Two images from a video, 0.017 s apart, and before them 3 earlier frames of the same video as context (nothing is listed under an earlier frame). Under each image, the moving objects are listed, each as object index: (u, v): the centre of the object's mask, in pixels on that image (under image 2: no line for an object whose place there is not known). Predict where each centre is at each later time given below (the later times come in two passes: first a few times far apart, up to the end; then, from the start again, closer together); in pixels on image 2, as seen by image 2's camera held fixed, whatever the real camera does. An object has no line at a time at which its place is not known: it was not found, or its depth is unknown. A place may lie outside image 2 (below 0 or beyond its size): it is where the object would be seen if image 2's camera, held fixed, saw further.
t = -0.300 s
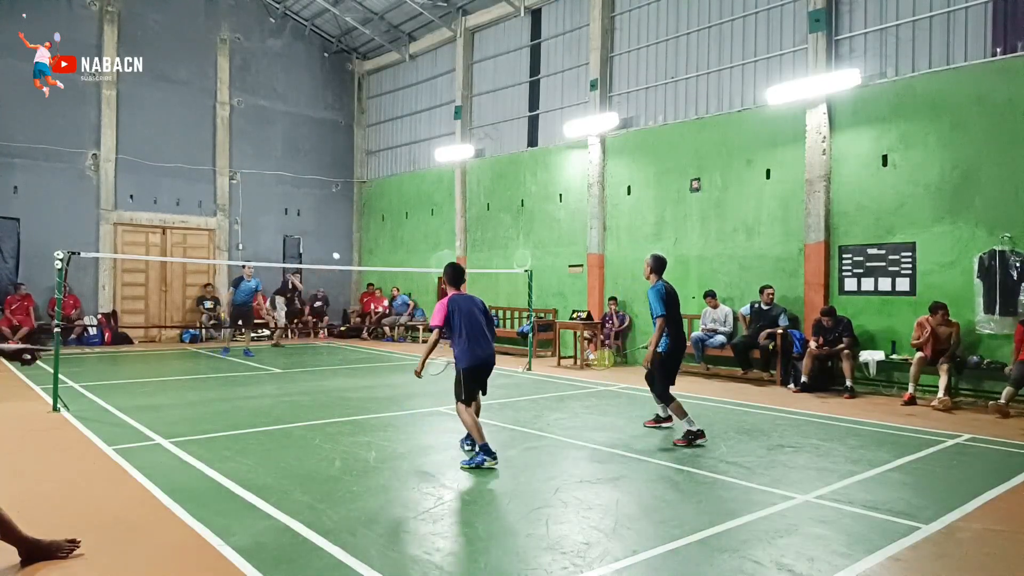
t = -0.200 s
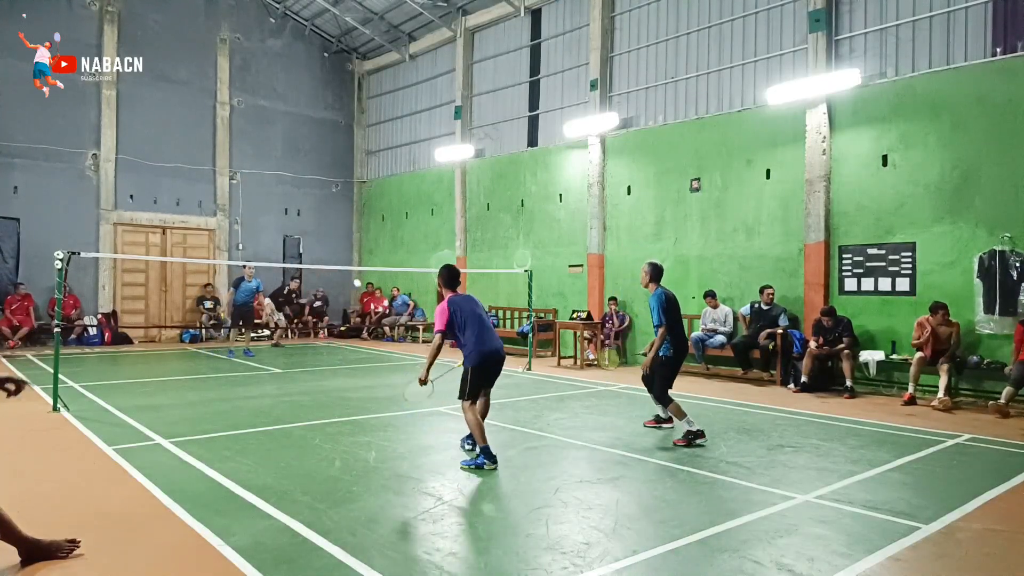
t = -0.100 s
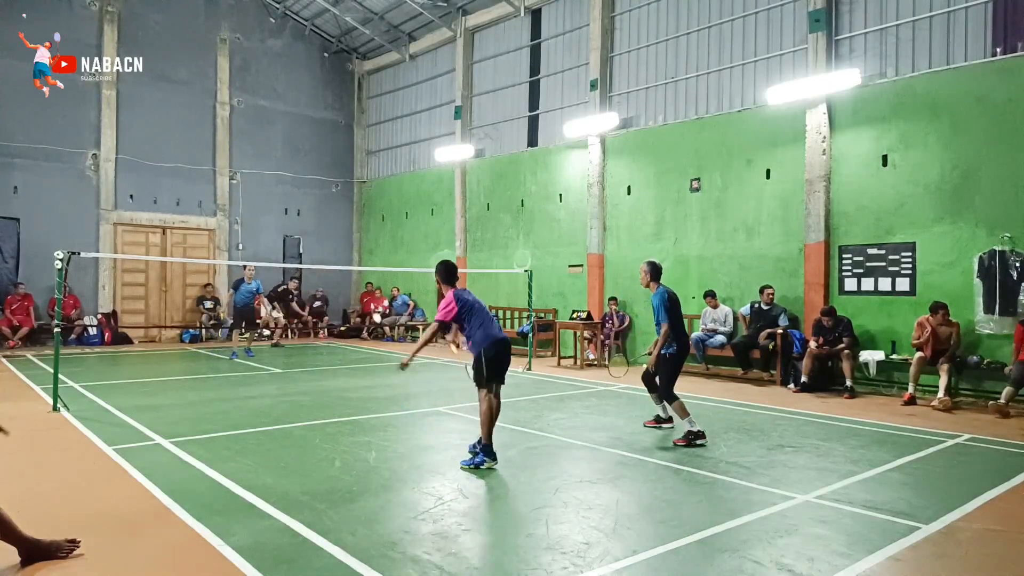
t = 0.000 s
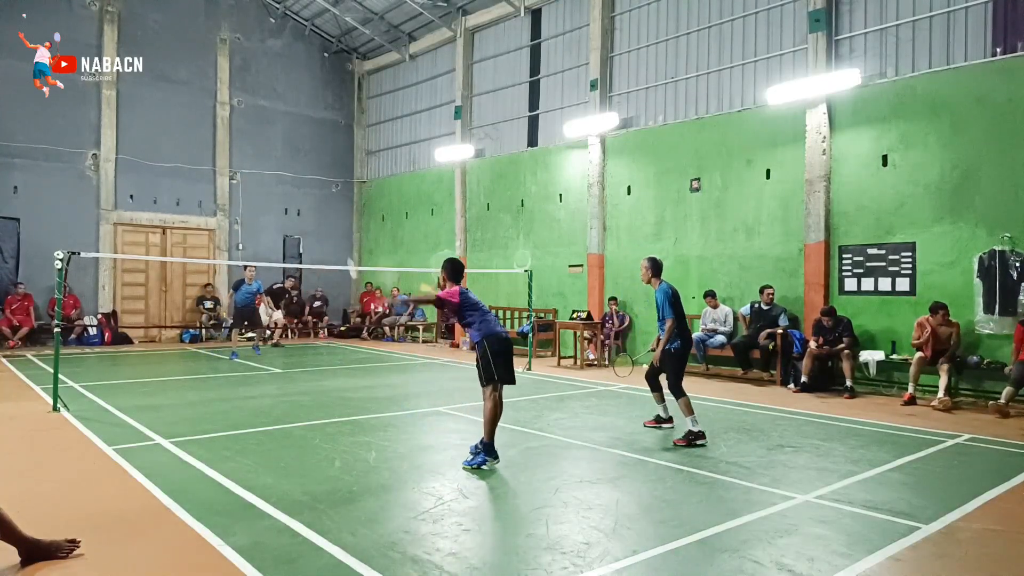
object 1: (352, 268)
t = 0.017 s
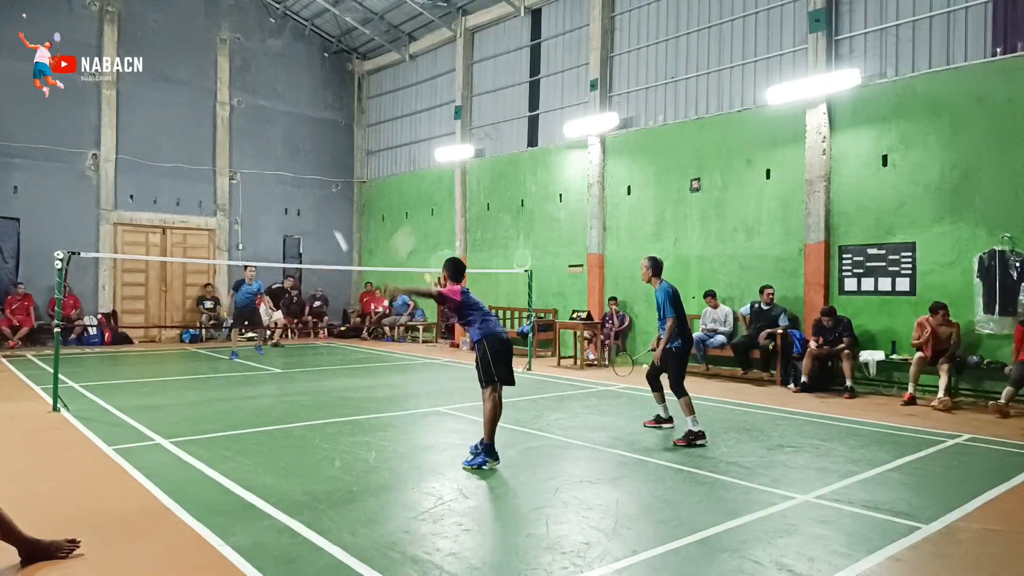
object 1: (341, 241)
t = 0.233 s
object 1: (243, 72)
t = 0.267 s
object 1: (236, 62)
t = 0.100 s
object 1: (288, 145)
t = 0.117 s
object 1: (280, 133)
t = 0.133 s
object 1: (274, 121)
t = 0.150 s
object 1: (267, 110)
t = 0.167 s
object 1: (262, 101)
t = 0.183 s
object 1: (256, 93)
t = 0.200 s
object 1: (252, 85)
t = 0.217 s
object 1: (247, 78)
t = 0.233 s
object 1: (243, 72)
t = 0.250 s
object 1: (239, 67)
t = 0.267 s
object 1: (236, 62)
